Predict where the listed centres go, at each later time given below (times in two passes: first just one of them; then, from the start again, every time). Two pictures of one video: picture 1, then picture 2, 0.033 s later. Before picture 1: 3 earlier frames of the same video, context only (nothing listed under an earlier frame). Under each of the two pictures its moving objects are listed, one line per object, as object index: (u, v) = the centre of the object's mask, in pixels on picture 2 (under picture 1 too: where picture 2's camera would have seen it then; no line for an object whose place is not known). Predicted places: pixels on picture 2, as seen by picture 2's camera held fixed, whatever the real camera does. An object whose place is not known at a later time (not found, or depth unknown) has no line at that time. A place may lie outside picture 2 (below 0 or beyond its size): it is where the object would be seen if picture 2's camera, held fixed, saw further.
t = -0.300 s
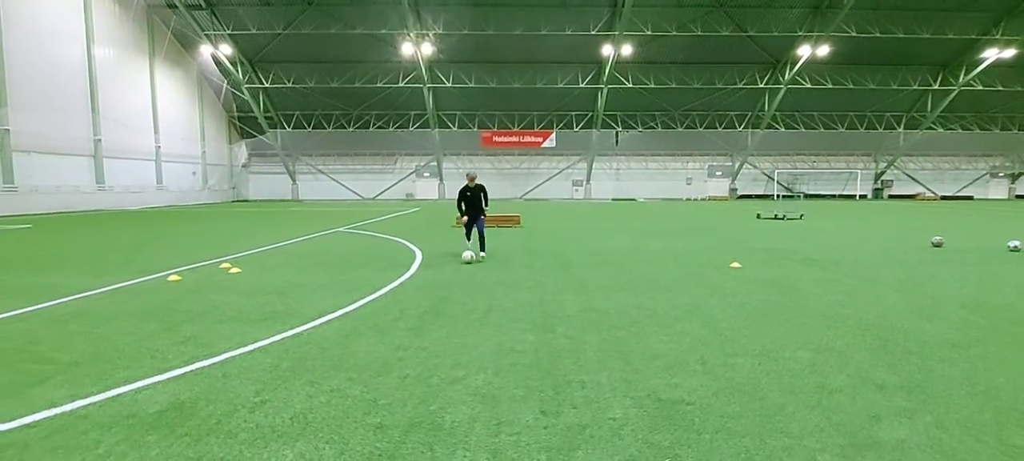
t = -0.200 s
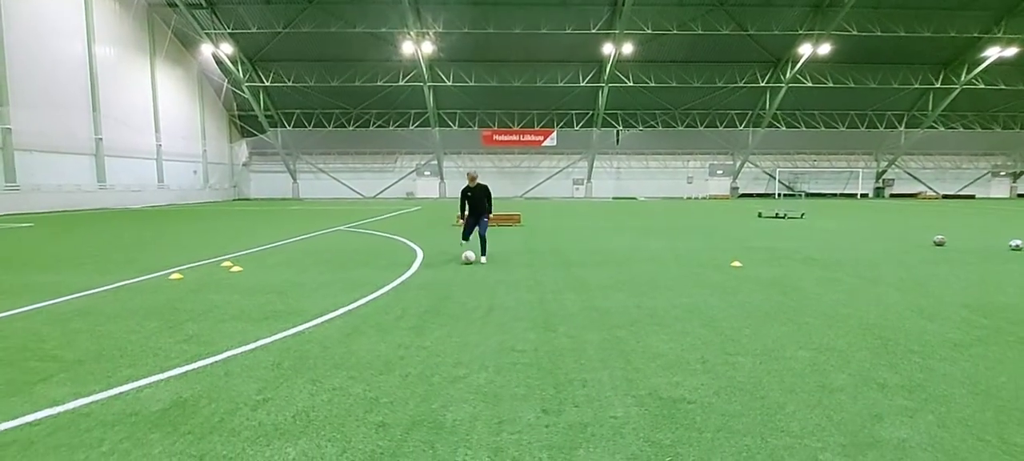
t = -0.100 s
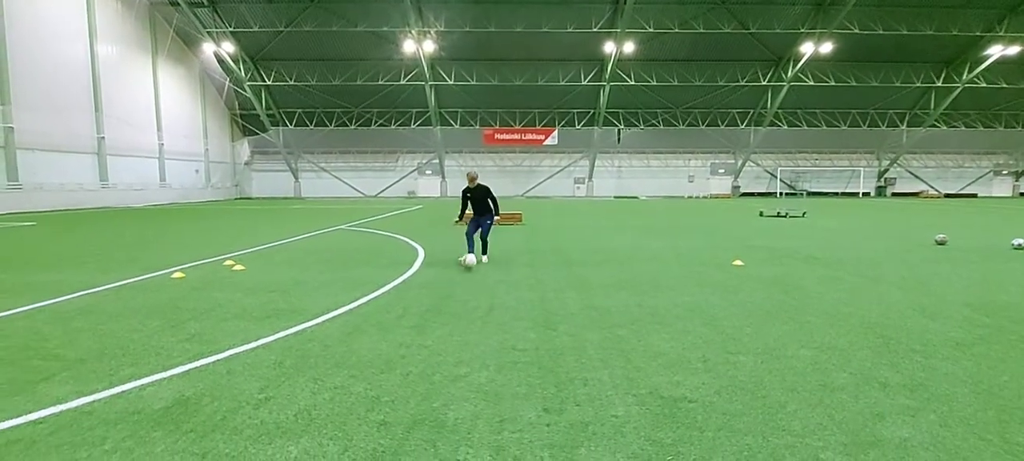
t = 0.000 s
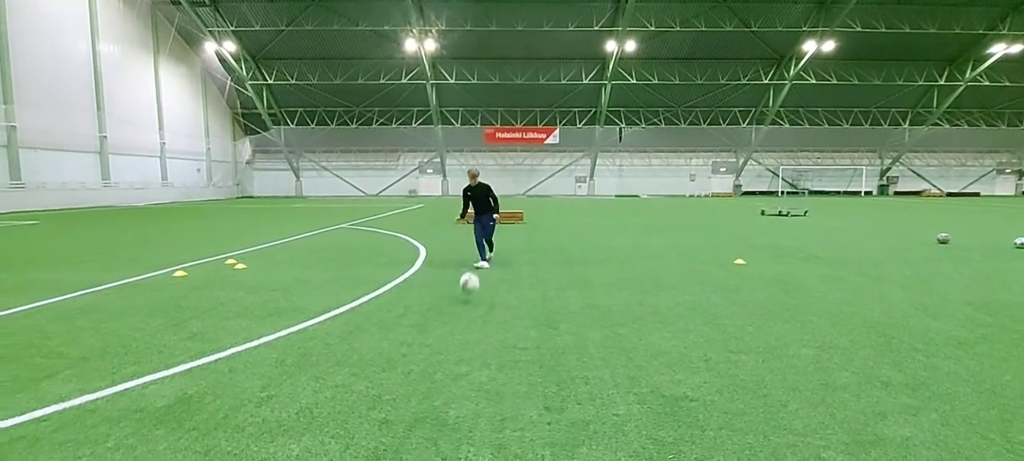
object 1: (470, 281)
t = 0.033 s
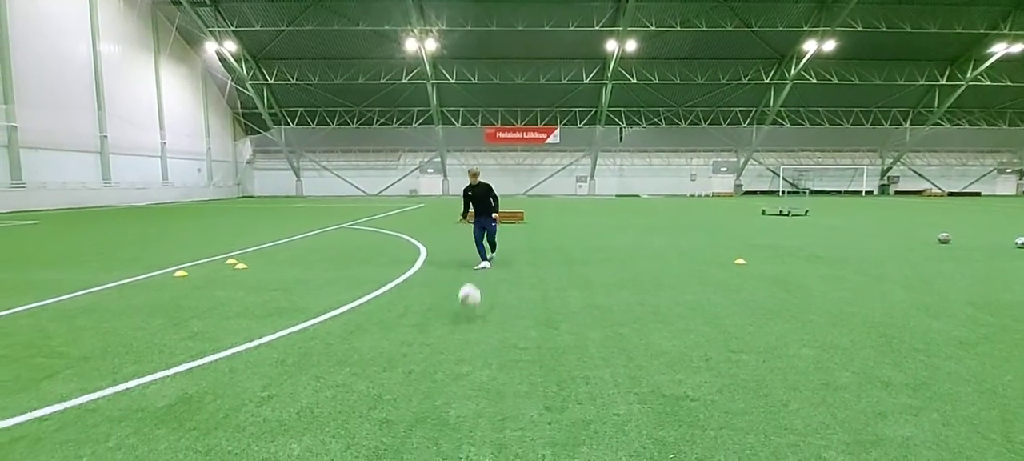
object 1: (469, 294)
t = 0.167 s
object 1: (459, 440)
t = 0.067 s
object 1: (469, 315)
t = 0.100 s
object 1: (467, 342)
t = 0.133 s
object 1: (464, 382)
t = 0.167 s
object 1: (459, 440)
